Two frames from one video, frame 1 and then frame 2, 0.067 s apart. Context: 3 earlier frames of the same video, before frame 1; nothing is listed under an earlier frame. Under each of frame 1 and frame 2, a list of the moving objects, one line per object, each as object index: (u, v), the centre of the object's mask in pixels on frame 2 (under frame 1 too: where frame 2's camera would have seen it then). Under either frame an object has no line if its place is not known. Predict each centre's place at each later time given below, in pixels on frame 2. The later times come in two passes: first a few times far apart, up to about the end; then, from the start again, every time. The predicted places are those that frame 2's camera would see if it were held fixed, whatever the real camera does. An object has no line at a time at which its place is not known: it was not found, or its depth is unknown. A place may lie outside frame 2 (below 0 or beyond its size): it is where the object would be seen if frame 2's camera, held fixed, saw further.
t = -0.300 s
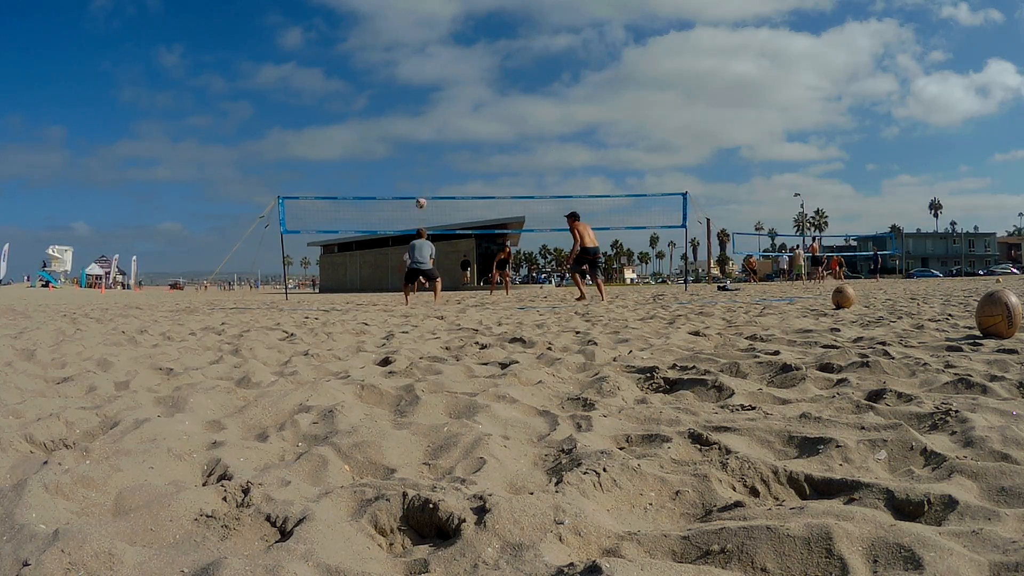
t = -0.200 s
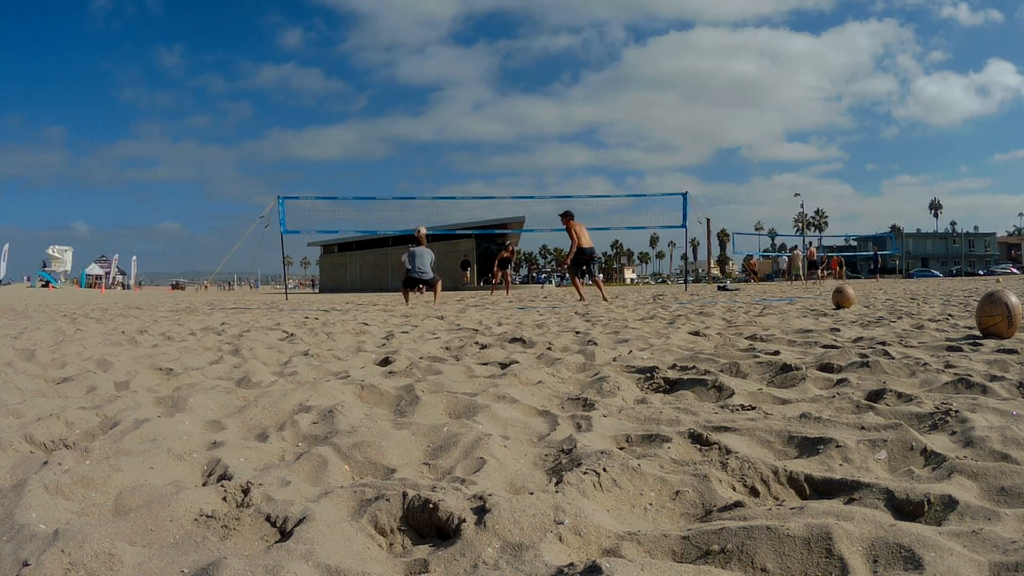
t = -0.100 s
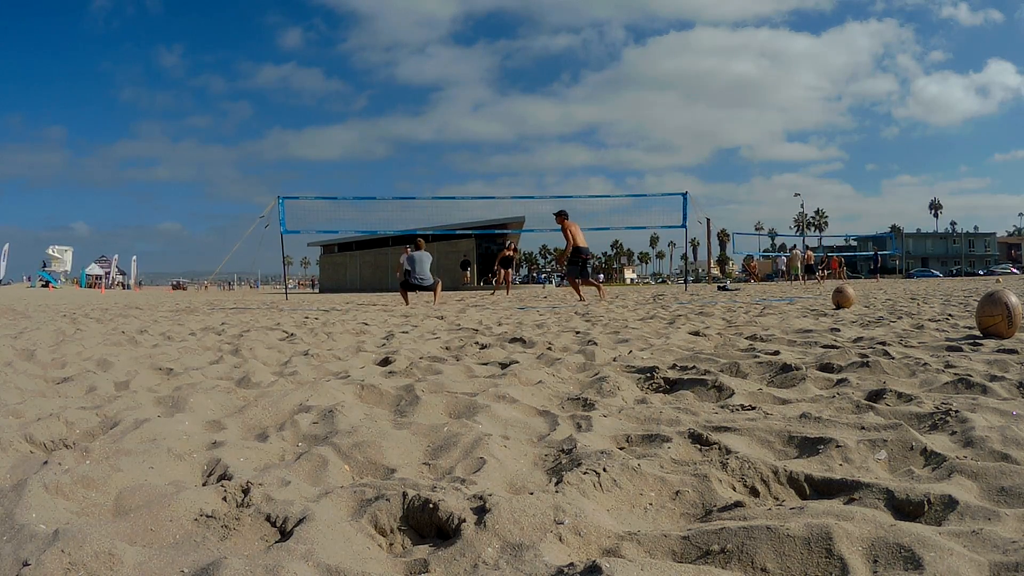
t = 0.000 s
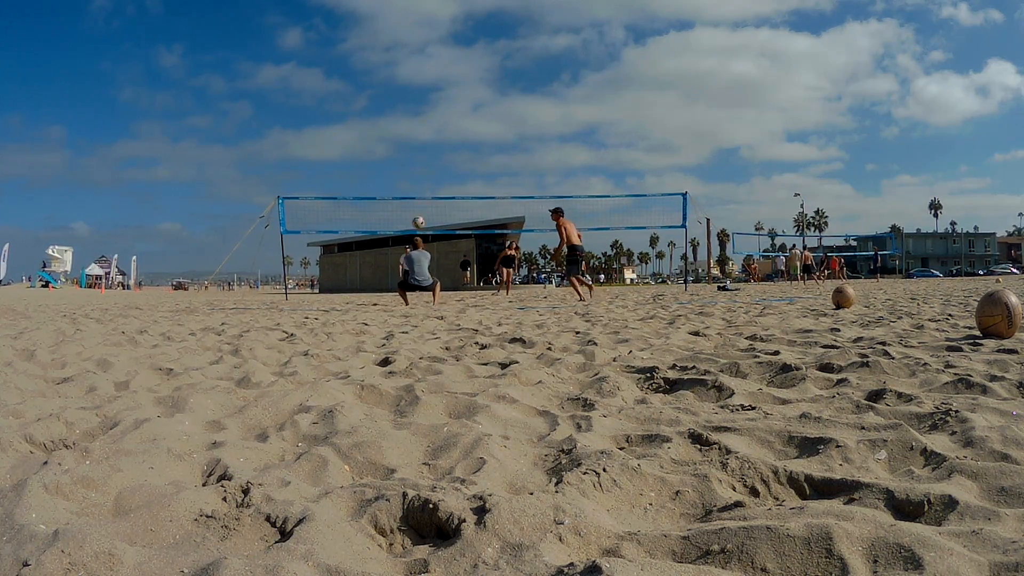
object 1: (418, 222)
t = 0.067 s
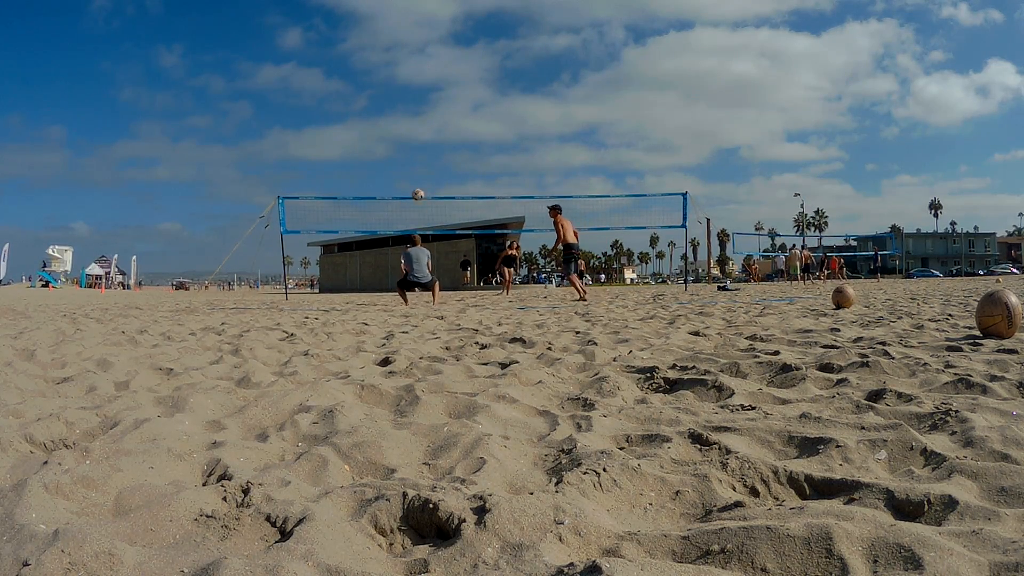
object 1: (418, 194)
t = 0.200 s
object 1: (417, 150)
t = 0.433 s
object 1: (419, 101)
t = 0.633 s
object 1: (420, 83)
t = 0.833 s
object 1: (421, 84)
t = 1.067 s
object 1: (422, 106)
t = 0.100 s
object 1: (418, 182)
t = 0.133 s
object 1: (418, 170)
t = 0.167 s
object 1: (418, 159)
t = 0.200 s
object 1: (417, 150)
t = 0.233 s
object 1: (417, 140)
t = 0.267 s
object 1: (417, 133)
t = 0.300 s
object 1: (417, 125)
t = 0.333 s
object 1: (418, 118)
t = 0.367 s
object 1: (418, 111)
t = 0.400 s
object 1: (418, 106)
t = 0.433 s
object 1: (419, 101)
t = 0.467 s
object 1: (419, 97)
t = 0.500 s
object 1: (419, 93)
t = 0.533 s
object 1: (419, 90)
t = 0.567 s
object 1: (420, 87)
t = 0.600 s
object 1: (420, 85)
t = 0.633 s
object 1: (420, 83)
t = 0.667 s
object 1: (420, 83)
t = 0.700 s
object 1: (420, 82)
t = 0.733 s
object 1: (420, 82)
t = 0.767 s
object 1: (420, 83)
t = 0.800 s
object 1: (421, 83)
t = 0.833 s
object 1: (421, 84)
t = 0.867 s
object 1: (421, 86)
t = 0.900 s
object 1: (421, 88)
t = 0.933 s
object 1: (421, 91)
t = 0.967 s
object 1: (422, 94)
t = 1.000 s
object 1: (422, 97)
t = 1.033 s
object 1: (422, 102)
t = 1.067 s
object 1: (422, 106)
